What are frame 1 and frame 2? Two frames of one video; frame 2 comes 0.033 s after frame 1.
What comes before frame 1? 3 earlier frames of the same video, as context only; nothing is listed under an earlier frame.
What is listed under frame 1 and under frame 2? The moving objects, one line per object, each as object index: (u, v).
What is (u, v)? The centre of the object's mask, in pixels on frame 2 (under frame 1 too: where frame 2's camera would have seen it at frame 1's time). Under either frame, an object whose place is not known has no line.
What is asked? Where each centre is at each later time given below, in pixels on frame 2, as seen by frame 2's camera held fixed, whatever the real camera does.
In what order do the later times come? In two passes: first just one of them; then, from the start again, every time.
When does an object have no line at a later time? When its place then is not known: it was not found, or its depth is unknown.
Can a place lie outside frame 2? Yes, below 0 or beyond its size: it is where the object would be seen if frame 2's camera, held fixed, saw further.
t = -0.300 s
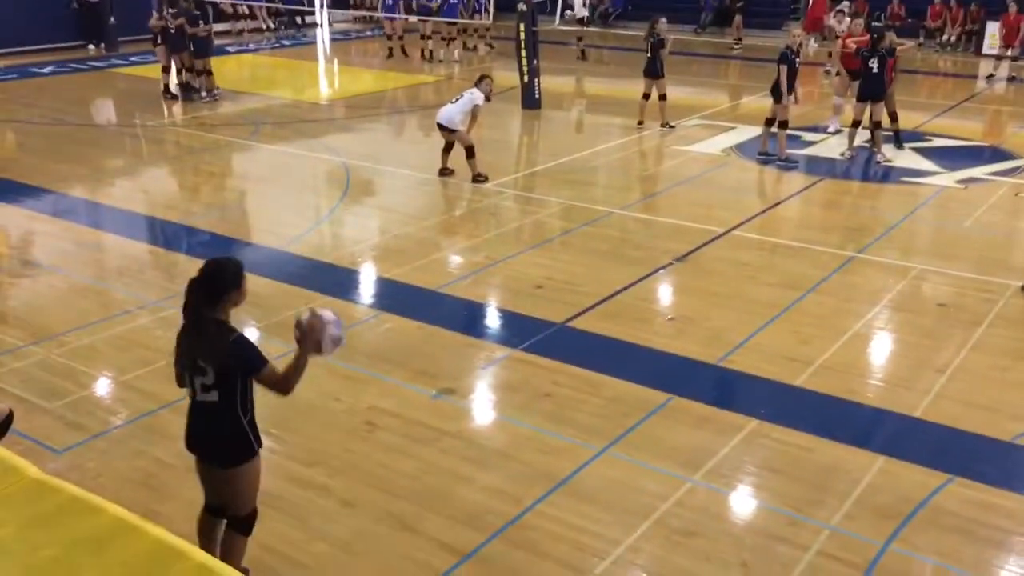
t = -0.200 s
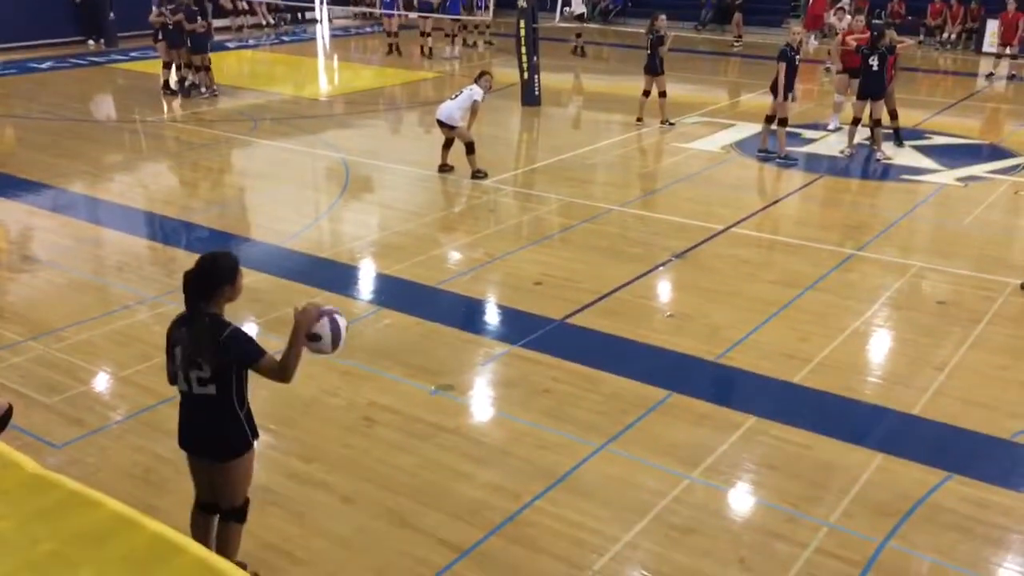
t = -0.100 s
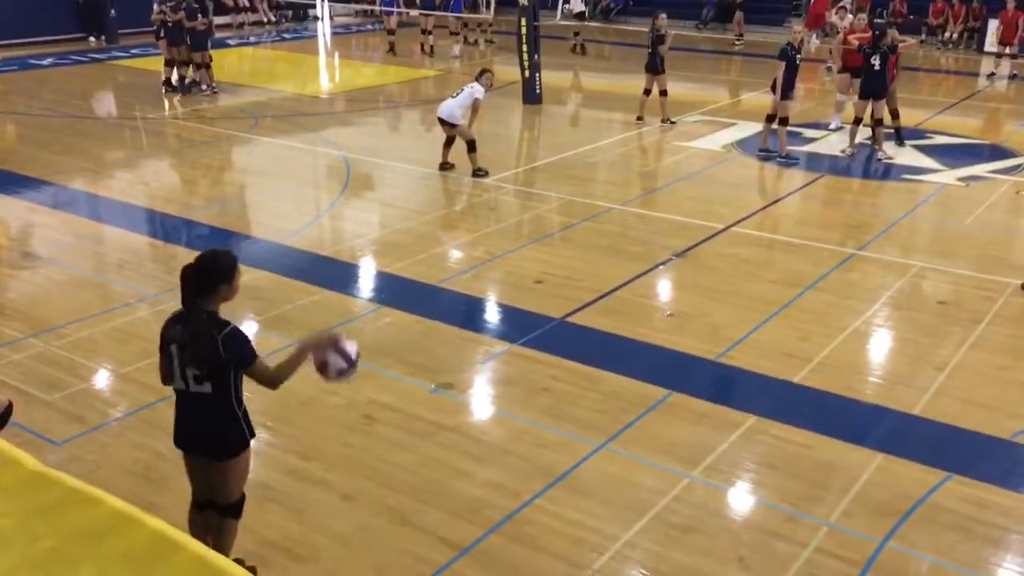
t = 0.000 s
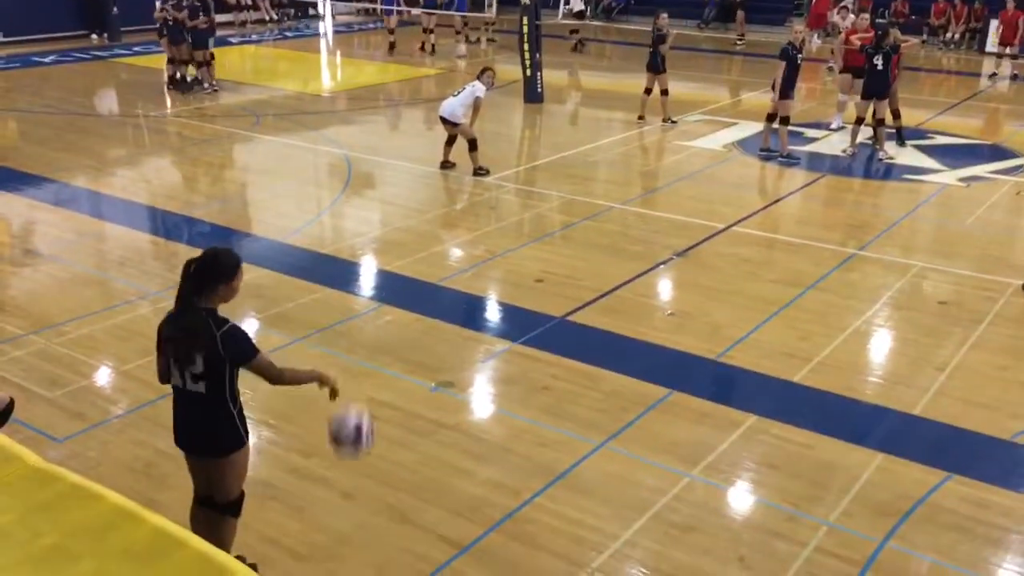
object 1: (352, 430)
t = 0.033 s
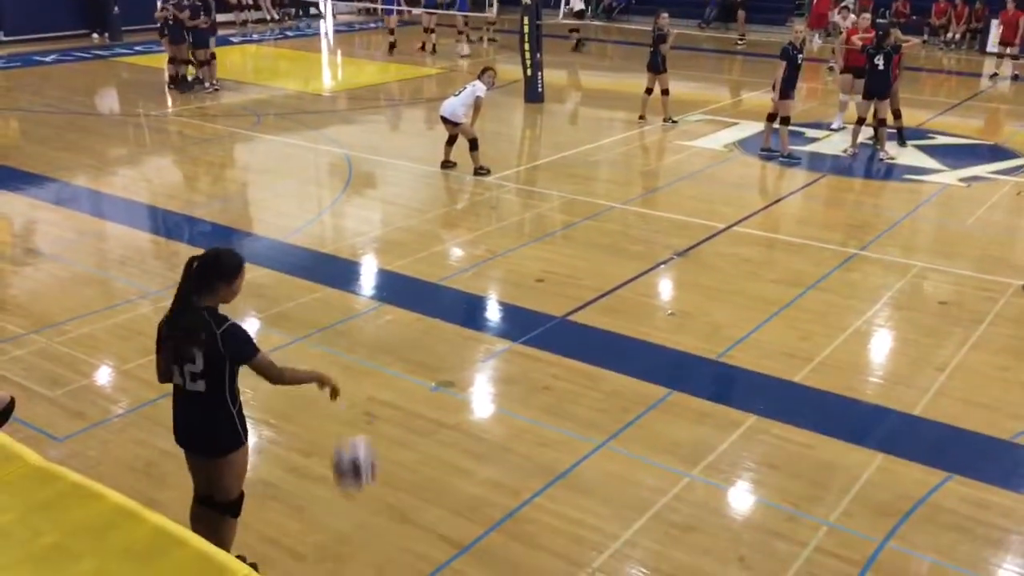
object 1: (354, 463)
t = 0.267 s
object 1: (346, 437)
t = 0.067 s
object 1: (357, 496)
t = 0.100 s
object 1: (360, 528)
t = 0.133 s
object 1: (358, 527)
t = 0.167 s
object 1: (355, 501)
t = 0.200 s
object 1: (352, 478)
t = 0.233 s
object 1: (348, 457)
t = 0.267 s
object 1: (346, 437)
